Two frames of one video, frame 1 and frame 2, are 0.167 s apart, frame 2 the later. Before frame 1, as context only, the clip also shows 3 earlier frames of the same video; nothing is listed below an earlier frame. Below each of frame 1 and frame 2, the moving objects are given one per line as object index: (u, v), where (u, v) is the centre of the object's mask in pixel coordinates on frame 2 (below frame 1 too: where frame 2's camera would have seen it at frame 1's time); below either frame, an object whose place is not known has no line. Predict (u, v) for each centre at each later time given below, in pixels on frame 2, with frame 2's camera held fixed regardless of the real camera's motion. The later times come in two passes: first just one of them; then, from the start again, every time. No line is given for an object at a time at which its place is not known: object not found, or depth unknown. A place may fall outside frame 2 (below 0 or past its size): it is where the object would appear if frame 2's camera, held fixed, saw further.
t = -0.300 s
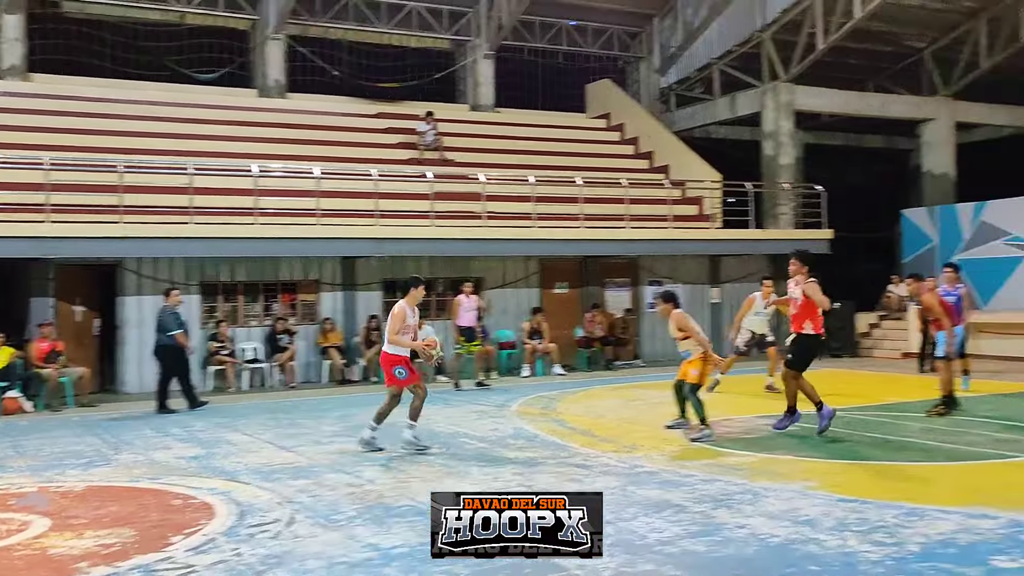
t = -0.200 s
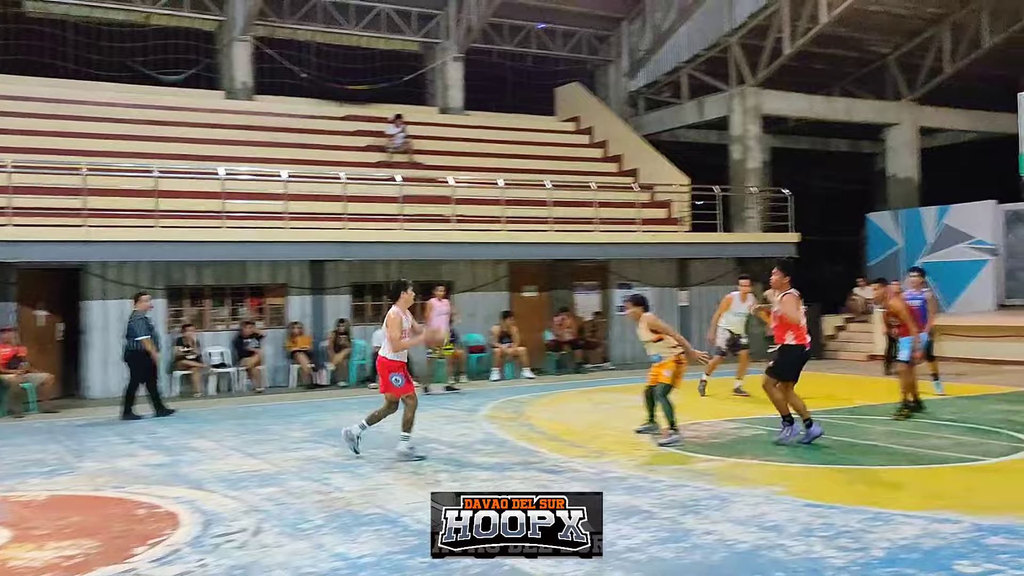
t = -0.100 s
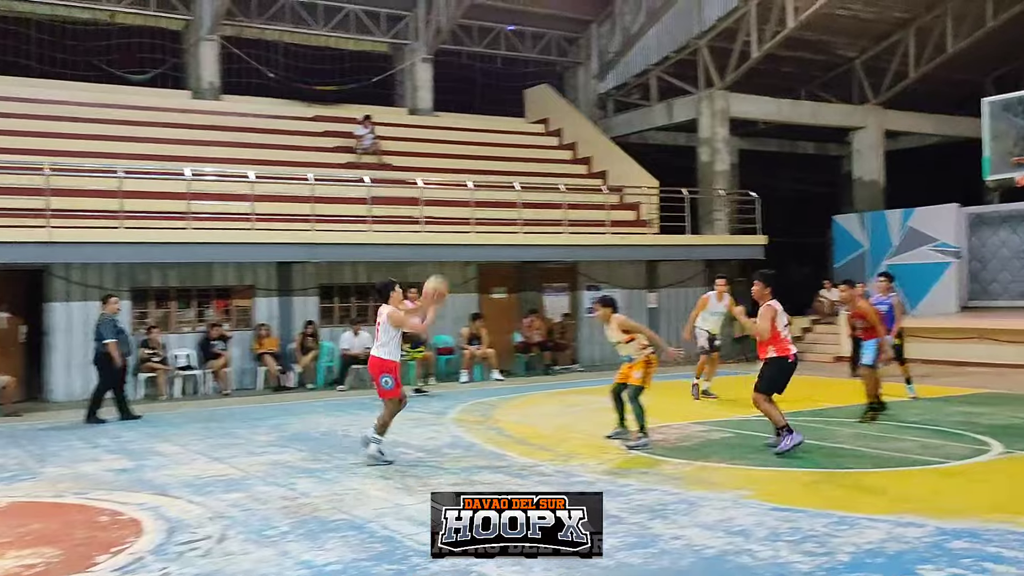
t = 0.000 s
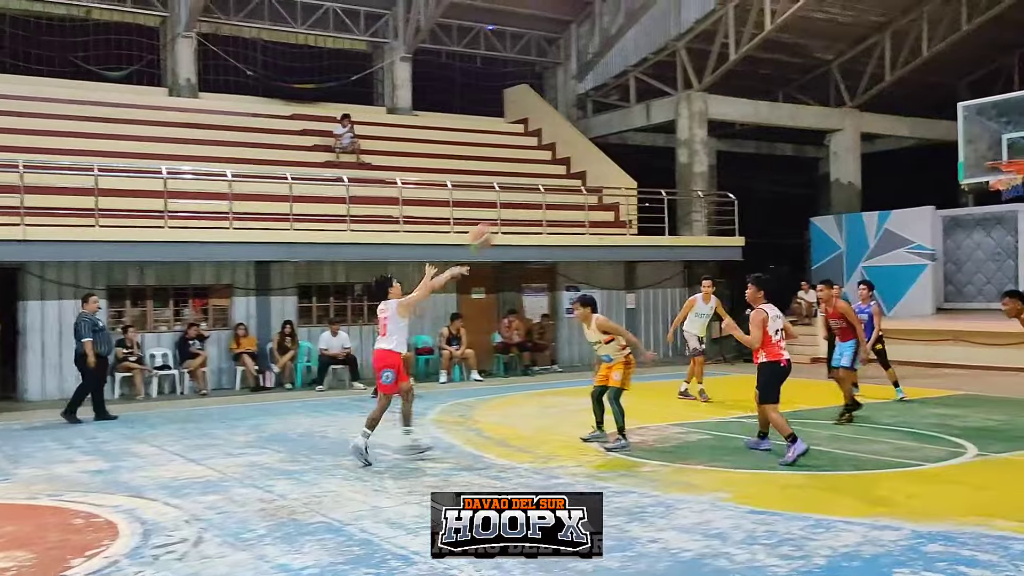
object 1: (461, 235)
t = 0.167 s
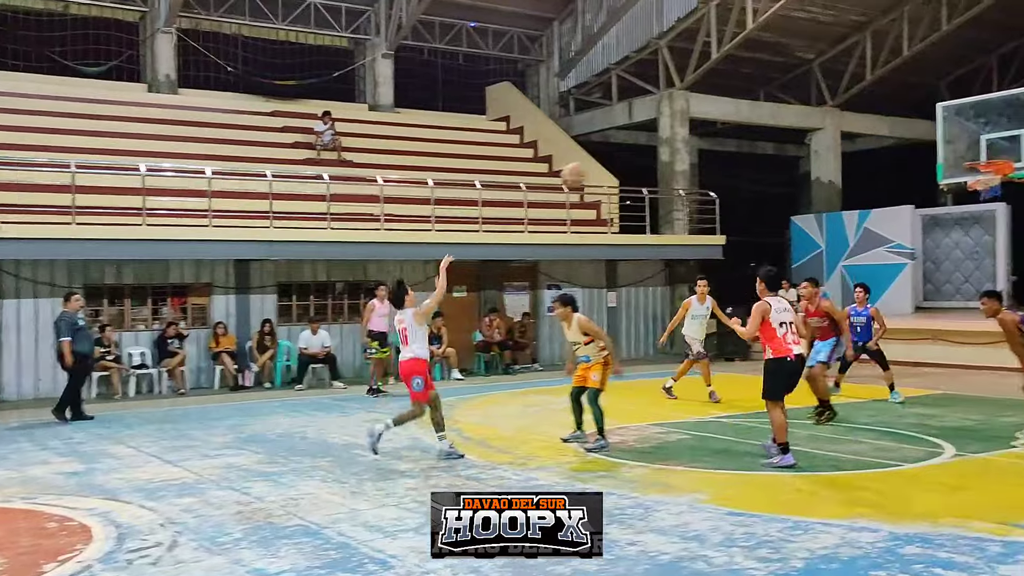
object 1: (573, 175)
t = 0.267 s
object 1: (634, 153)
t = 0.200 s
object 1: (597, 164)
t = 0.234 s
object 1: (615, 158)
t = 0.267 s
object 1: (634, 153)
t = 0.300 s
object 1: (653, 148)
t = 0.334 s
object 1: (670, 146)
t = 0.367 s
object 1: (691, 142)
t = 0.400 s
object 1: (706, 140)
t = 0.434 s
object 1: (724, 139)
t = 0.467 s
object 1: (741, 139)
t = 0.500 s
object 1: (757, 141)
